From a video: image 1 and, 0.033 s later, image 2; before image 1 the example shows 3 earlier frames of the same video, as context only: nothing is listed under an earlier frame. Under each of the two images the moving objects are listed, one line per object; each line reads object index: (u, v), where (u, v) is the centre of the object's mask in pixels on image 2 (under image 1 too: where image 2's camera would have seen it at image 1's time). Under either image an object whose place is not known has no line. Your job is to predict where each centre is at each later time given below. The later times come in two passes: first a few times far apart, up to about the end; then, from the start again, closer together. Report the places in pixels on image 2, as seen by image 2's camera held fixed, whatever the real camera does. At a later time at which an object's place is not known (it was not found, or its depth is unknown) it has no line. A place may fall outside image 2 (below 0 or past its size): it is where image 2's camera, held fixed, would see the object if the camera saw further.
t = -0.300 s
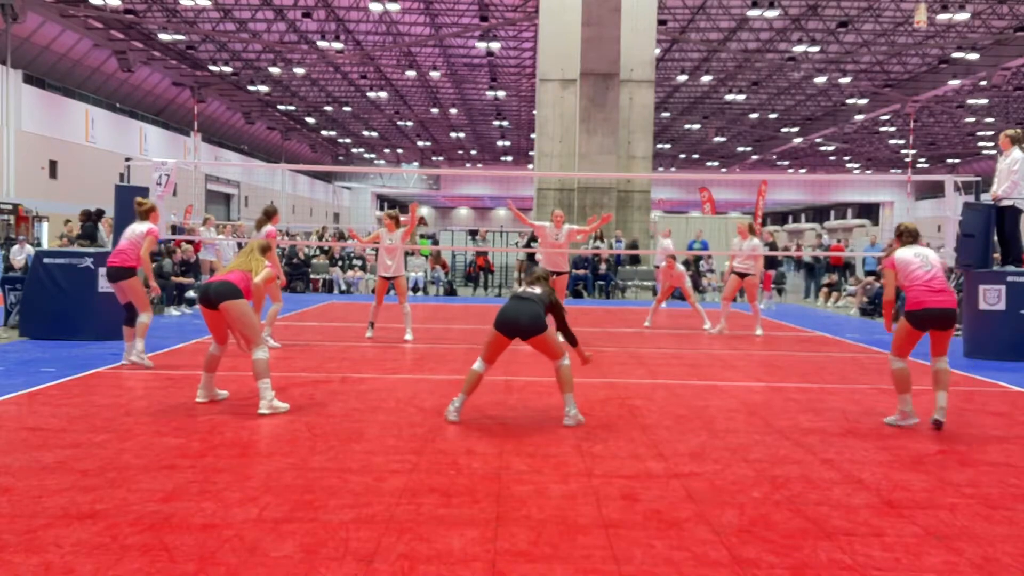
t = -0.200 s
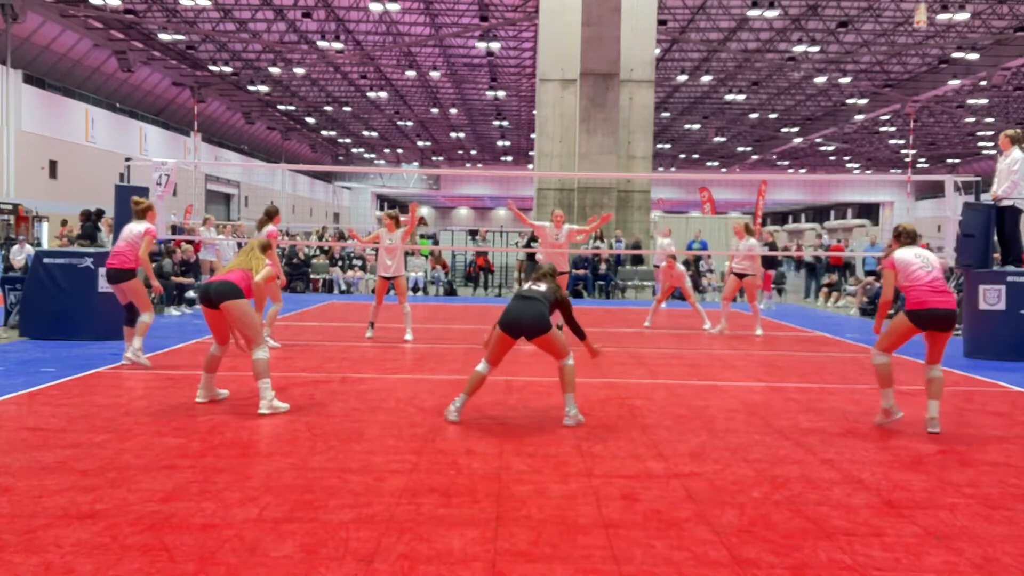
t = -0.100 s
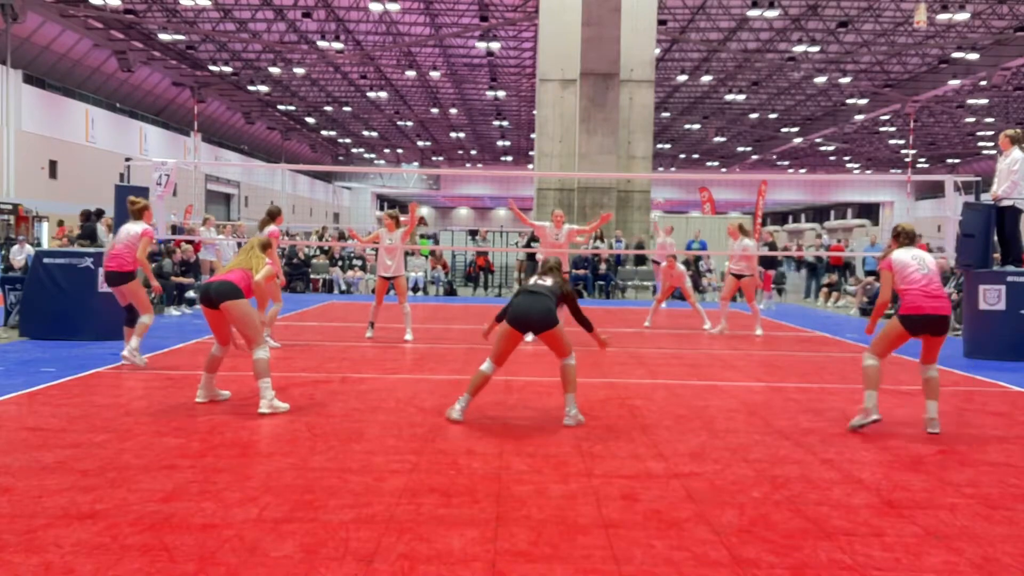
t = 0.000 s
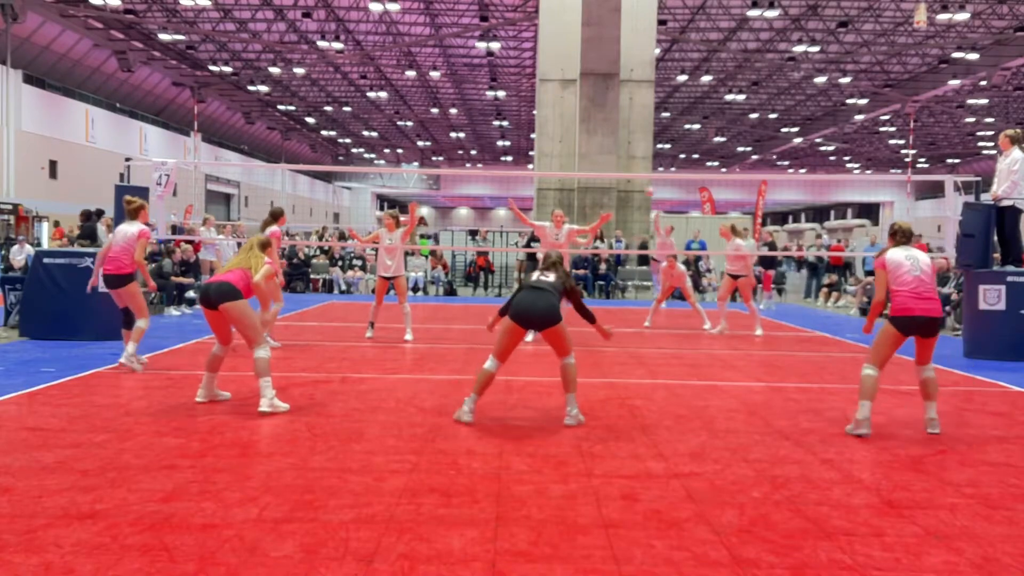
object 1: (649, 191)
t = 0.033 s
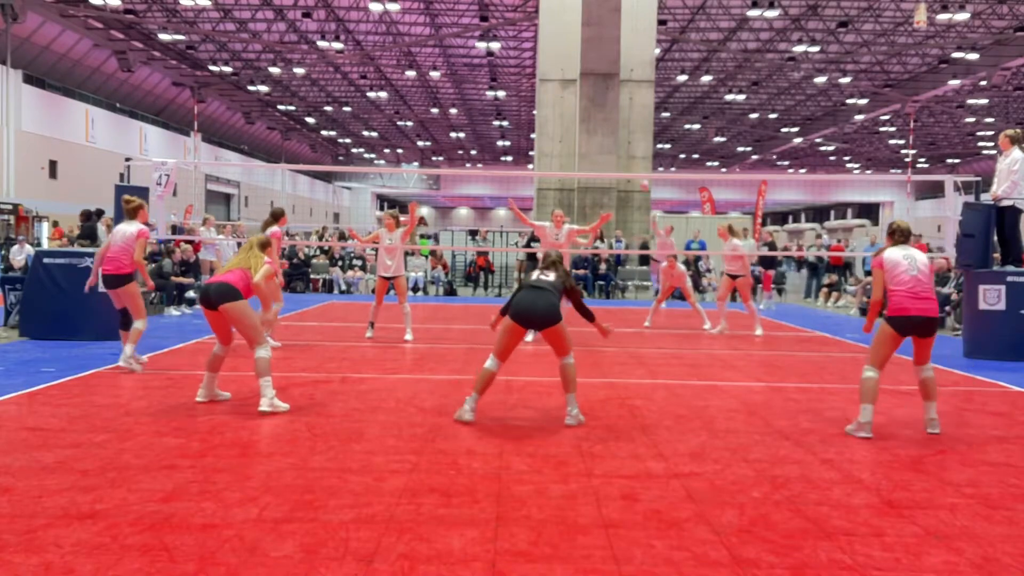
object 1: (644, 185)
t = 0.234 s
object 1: (606, 146)
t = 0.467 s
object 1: (548, 114)
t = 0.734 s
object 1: (437, 104)
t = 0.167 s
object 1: (621, 159)
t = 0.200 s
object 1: (614, 153)
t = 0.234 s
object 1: (606, 146)
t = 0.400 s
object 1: (568, 121)
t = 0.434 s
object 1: (558, 118)
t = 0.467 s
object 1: (548, 114)
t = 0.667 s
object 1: (473, 102)
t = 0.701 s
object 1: (456, 103)
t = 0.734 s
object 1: (437, 104)
